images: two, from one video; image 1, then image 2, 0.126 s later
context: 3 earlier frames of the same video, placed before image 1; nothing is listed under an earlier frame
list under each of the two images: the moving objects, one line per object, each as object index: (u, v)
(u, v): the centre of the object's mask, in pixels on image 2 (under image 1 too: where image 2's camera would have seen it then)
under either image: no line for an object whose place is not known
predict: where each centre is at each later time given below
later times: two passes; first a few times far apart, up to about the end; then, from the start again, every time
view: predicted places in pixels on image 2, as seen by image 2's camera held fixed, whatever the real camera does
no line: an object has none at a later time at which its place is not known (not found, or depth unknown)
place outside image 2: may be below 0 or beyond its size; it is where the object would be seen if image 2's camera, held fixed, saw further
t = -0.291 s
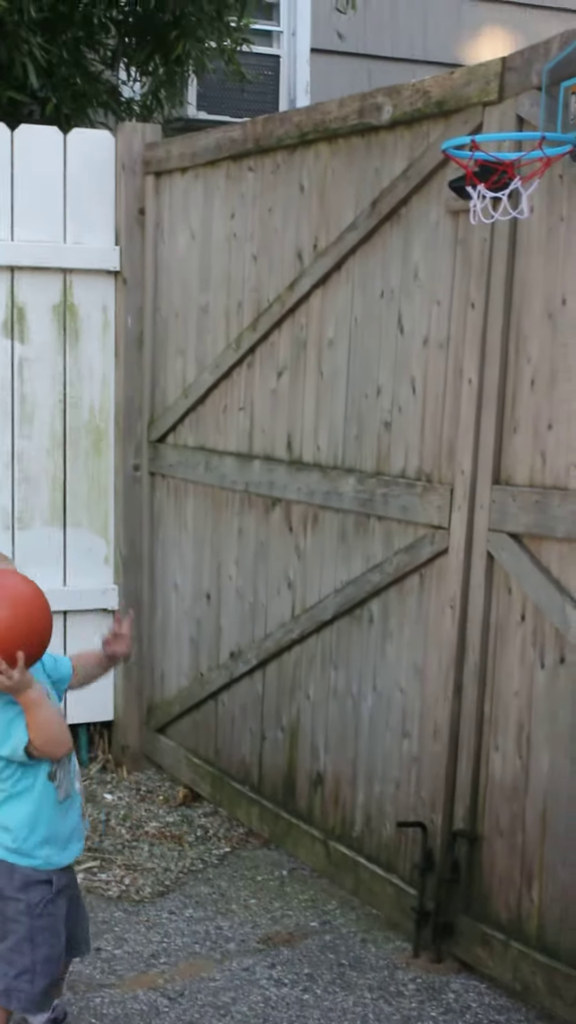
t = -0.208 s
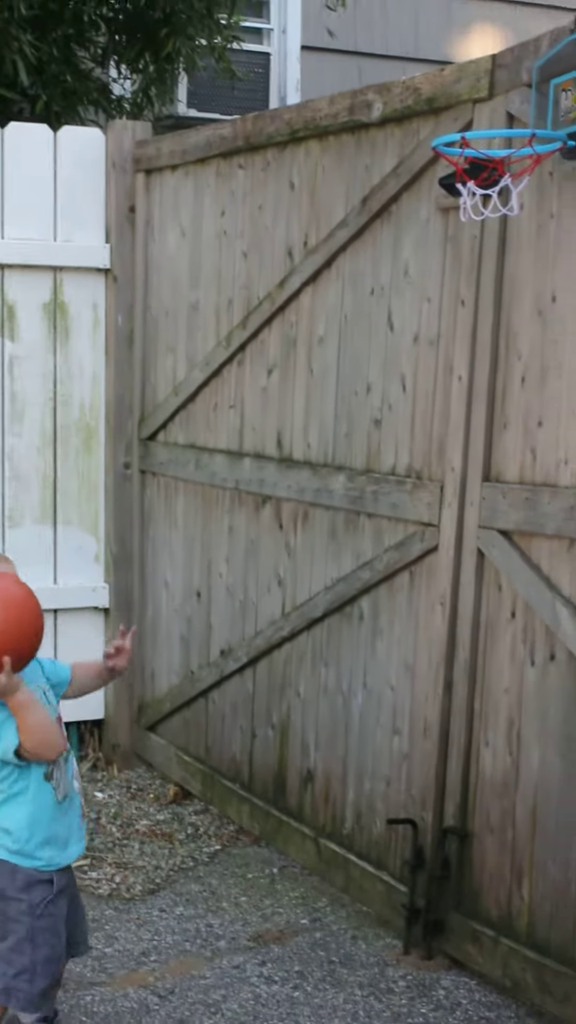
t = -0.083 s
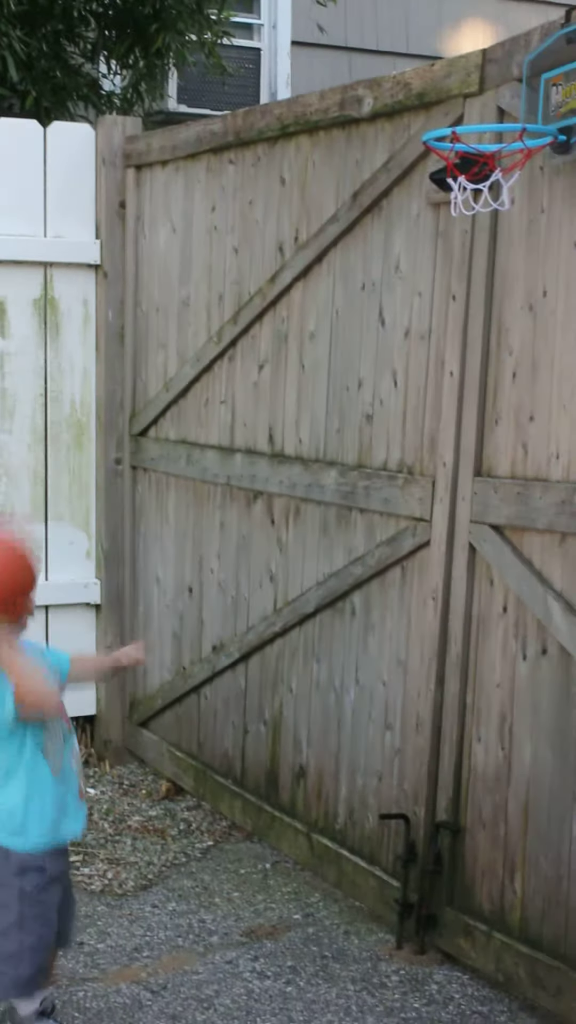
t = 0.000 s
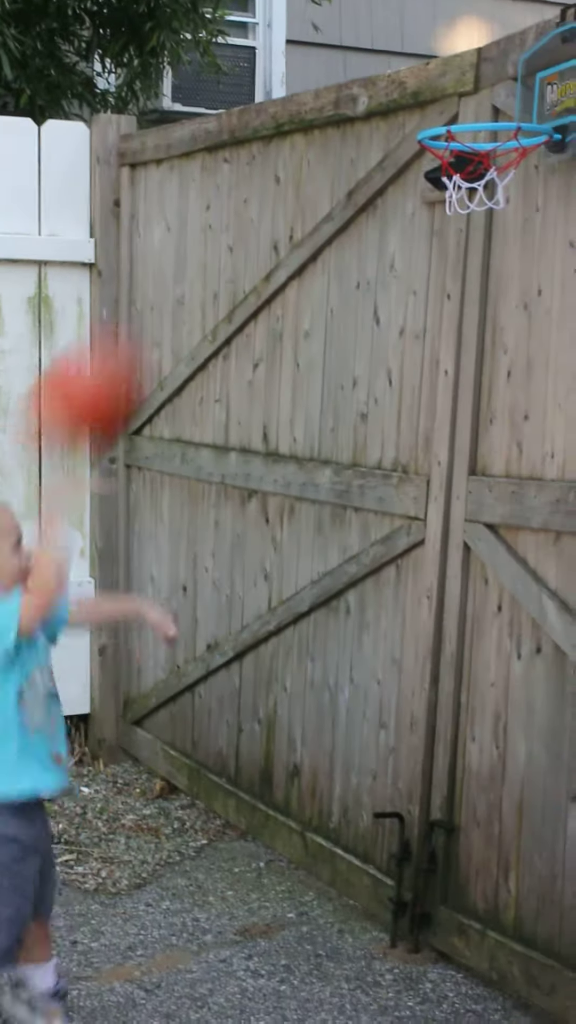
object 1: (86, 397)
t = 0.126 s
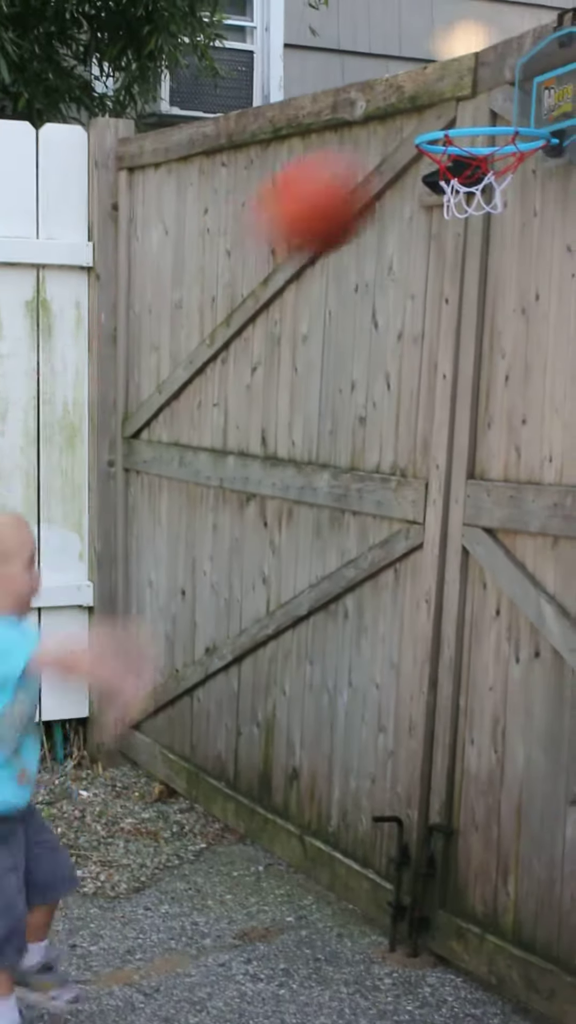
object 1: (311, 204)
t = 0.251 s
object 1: (427, 144)
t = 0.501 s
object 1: (497, 319)
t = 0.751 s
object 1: (392, 754)
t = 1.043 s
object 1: (138, 670)
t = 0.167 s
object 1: (379, 167)
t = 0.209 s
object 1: (417, 148)
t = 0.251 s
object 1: (427, 144)
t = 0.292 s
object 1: (437, 151)
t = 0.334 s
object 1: (450, 166)
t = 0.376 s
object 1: (465, 191)
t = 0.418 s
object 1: (477, 221)
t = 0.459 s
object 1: (486, 265)
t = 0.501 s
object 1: (497, 319)
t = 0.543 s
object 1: (509, 382)
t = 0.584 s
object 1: (520, 452)
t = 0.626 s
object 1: (490, 511)
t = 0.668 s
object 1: (457, 579)
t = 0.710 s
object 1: (423, 664)
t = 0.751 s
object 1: (392, 754)
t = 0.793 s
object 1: (363, 850)
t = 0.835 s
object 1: (330, 951)
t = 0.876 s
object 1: (291, 970)
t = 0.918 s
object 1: (253, 883)
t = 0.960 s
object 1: (215, 809)
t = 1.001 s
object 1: (177, 738)
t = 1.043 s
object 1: (138, 670)
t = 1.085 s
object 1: (102, 614)
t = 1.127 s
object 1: (57, 565)
